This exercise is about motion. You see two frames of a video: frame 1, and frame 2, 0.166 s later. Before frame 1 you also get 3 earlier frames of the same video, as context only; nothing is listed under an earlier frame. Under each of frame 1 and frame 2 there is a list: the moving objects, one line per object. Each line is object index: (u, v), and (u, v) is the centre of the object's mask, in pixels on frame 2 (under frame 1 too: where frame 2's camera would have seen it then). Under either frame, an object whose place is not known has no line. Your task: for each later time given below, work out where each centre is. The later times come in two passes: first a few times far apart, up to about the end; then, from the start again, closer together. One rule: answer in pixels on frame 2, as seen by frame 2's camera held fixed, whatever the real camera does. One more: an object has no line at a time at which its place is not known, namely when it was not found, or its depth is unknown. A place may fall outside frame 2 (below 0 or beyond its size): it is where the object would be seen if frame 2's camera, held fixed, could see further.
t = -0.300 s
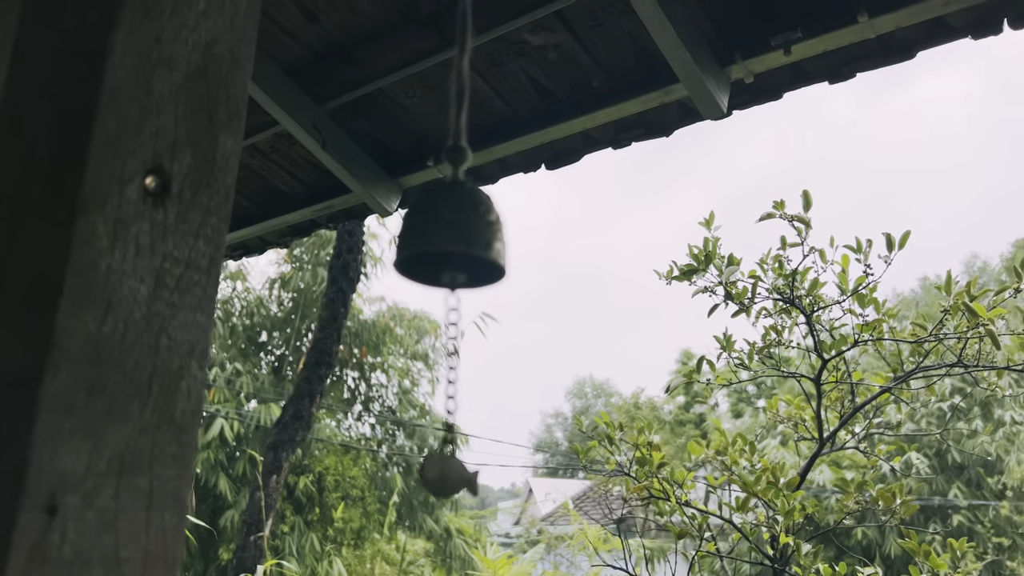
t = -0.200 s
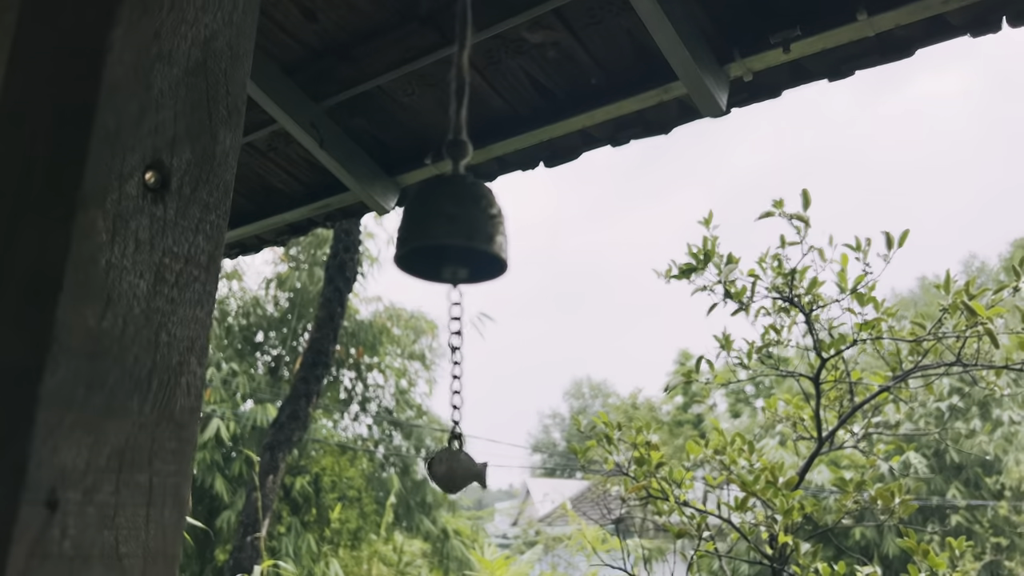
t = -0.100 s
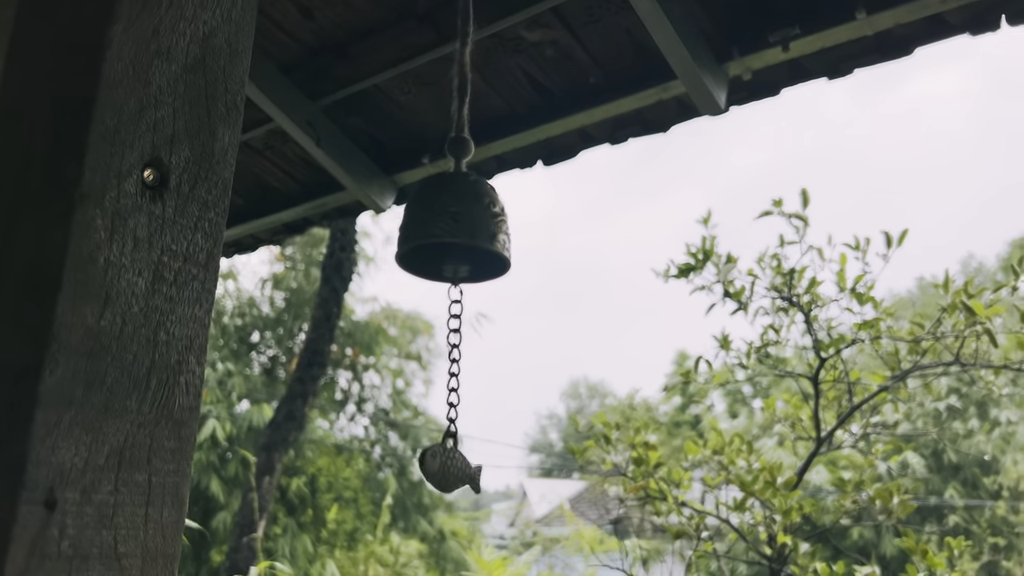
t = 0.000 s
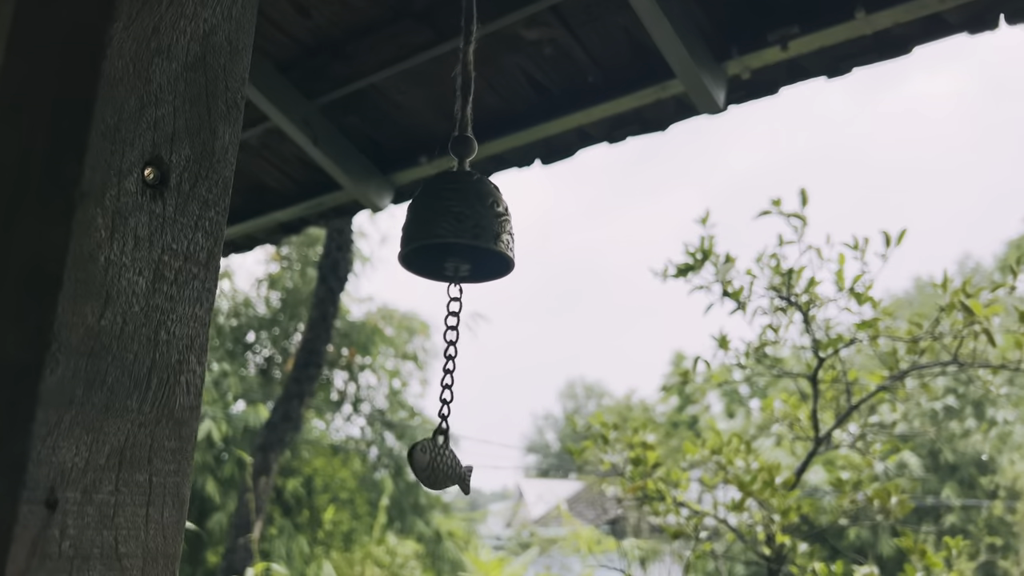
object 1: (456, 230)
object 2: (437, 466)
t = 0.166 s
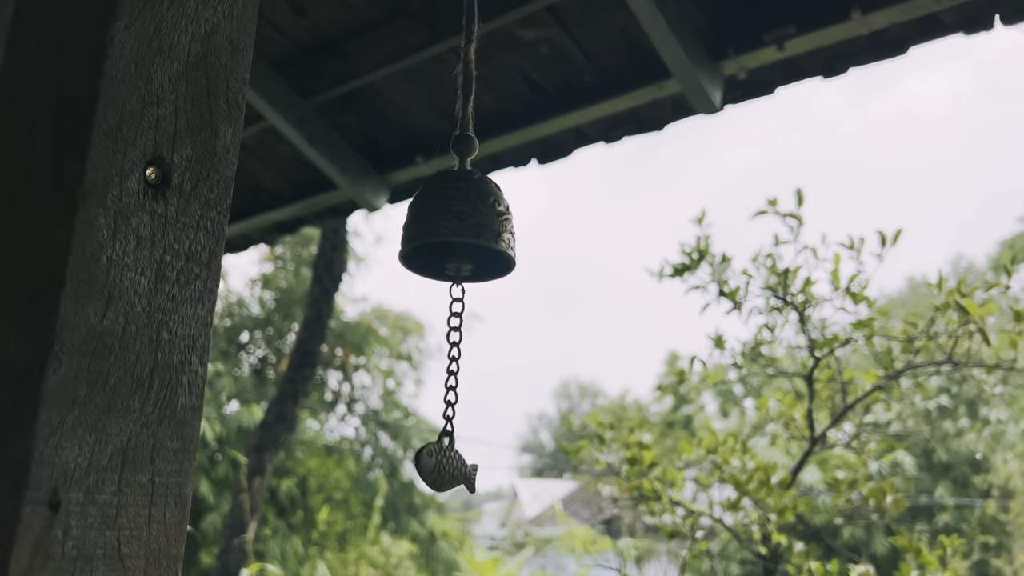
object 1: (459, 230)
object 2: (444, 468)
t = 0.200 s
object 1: (459, 229)
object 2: (451, 468)
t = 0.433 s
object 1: (466, 226)
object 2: (460, 464)
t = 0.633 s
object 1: (473, 230)
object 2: (457, 465)
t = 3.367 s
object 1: (467, 231)
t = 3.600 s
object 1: (466, 231)
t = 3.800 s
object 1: (463, 231)
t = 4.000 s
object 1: (462, 230)
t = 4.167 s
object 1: (461, 231)
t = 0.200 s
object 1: (459, 229)
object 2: (451, 468)
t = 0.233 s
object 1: (459, 228)
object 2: (454, 468)
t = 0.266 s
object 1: (460, 228)
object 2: (458, 467)
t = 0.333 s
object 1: (461, 226)
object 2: (463, 466)
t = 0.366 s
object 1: (463, 226)
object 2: (463, 465)
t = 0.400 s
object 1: (464, 226)
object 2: (462, 464)
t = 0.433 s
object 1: (466, 226)
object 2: (460, 464)
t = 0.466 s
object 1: (468, 227)
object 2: (457, 463)
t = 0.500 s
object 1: (469, 228)
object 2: (455, 463)
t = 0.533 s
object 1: (470, 229)
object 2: (453, 463)
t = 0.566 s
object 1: (471, 230)
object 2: (452, 463)
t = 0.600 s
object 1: (472, 230)
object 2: (454, 464)
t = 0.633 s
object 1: (473, 230)
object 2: (457, 465)
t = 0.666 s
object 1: (473, 230)
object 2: (461, 466)
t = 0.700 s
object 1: (473, 231)
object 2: (466, 467)
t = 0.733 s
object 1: (473, 231)
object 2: (470, 468)
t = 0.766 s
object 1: (473, 231)
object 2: (474, 468)
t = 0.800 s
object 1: (474, 231)
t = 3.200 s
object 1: (474, 235)
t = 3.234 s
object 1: (472, 234)
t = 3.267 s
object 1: (471, 233)
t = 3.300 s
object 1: (469, 233)
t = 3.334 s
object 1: (468, 232)
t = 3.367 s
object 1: (467, 231)
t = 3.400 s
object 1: (466, 231)
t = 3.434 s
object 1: (466, 230)
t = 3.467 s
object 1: (466, 230)
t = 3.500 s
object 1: (466, 230)
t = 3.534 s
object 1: (466, 231)
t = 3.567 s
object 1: (466, 231)
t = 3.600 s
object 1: (466, 231)
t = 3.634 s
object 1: (466, 231)
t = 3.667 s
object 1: (465, 231)
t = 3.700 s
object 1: (465, 231)
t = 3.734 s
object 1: (464, 231)
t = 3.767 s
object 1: (464, 231)
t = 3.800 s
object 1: (463, 231)
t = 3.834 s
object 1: (463, 231)
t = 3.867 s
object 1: (462, 230)
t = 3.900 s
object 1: (462, 230)
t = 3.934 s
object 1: (462, 230)
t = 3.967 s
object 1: (462, 230)
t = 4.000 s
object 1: (462, 230)
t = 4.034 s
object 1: (462, 230)
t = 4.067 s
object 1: (462, 231)
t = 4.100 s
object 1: (462, 231)
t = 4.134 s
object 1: (462, 231)
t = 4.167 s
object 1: (461, 231)
